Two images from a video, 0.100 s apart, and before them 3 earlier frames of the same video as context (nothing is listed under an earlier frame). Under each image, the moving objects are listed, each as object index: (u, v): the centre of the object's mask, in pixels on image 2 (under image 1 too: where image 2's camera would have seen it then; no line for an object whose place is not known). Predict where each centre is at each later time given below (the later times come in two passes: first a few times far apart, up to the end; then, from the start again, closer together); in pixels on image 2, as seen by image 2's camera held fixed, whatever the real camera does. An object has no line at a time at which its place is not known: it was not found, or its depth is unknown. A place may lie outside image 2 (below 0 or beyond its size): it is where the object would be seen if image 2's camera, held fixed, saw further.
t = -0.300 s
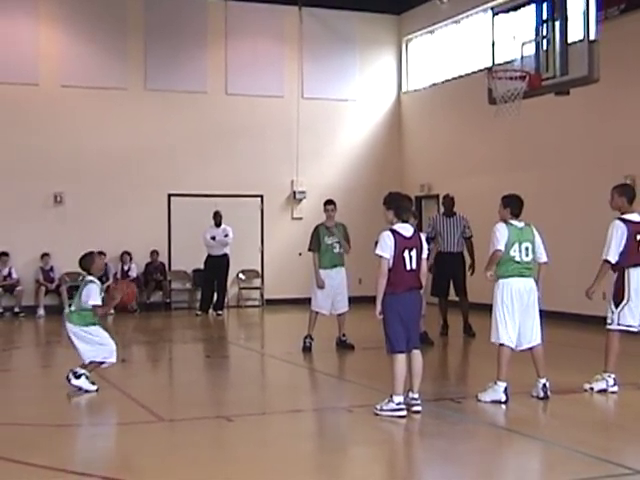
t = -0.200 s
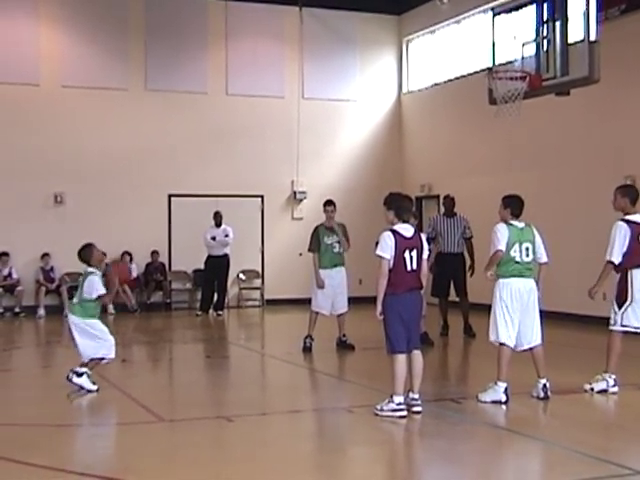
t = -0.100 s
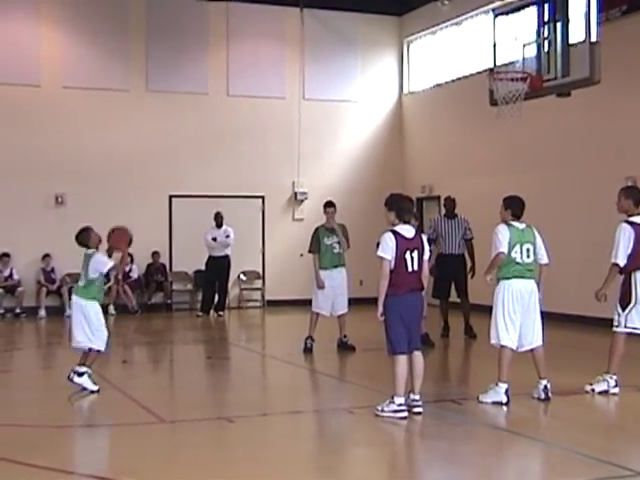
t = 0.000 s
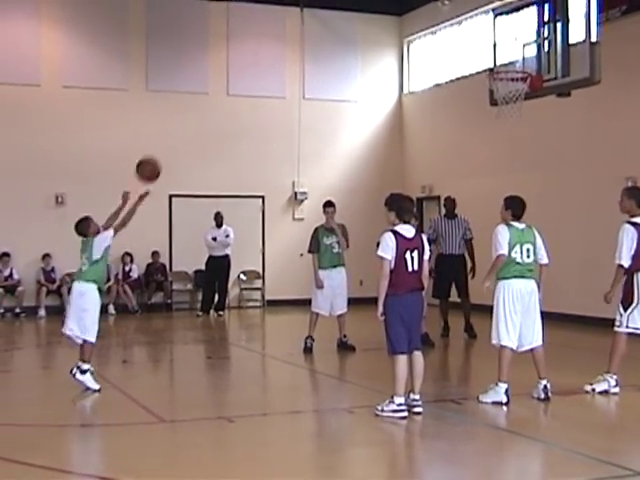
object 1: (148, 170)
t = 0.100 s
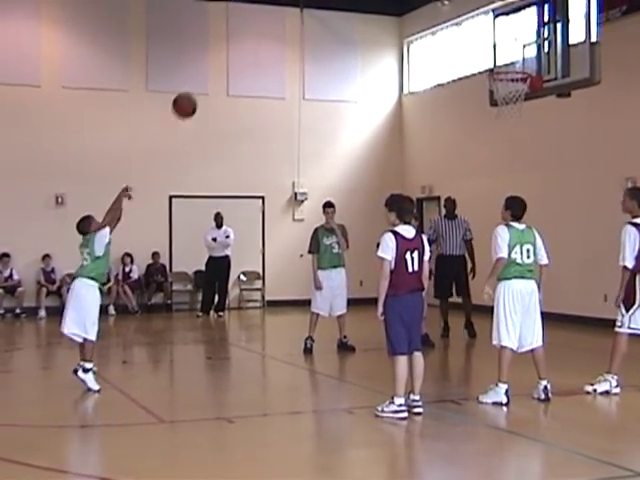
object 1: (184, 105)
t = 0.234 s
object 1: (231, 39)
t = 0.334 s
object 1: (264, 7)
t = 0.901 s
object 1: (432, 4)
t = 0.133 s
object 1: (196, 86)
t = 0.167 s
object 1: (208, 69)
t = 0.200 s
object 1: (219, 54)
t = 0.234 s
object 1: (231, 39)
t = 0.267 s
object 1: (242, 26)
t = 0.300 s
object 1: (254, 14)
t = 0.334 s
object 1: (264, 7)
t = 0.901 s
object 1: (432, 4)
